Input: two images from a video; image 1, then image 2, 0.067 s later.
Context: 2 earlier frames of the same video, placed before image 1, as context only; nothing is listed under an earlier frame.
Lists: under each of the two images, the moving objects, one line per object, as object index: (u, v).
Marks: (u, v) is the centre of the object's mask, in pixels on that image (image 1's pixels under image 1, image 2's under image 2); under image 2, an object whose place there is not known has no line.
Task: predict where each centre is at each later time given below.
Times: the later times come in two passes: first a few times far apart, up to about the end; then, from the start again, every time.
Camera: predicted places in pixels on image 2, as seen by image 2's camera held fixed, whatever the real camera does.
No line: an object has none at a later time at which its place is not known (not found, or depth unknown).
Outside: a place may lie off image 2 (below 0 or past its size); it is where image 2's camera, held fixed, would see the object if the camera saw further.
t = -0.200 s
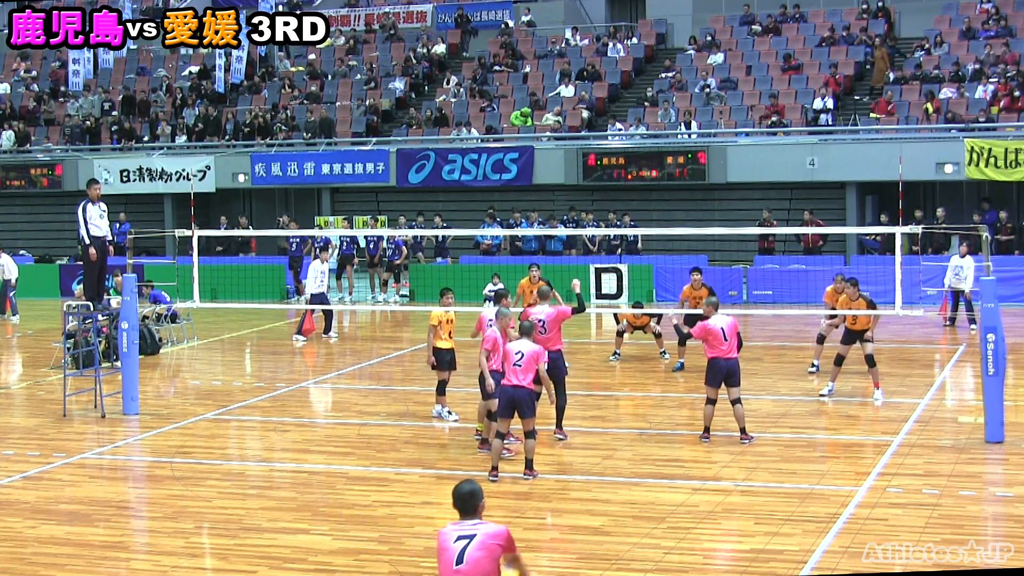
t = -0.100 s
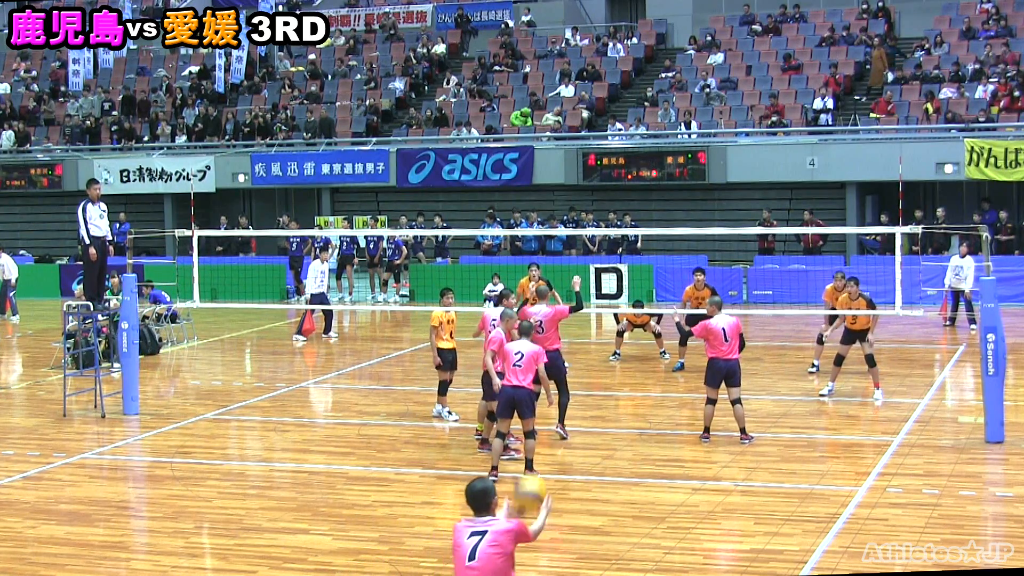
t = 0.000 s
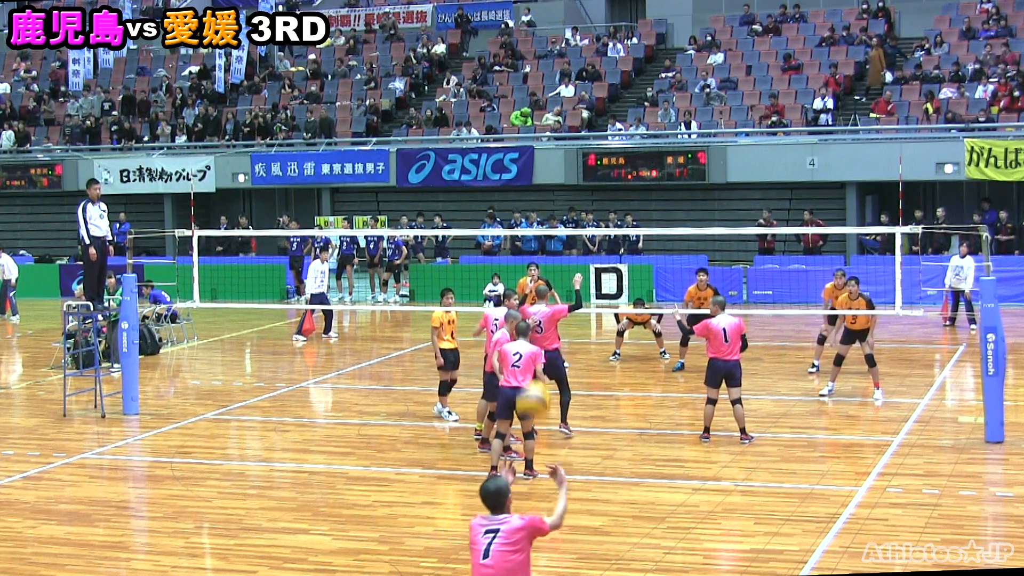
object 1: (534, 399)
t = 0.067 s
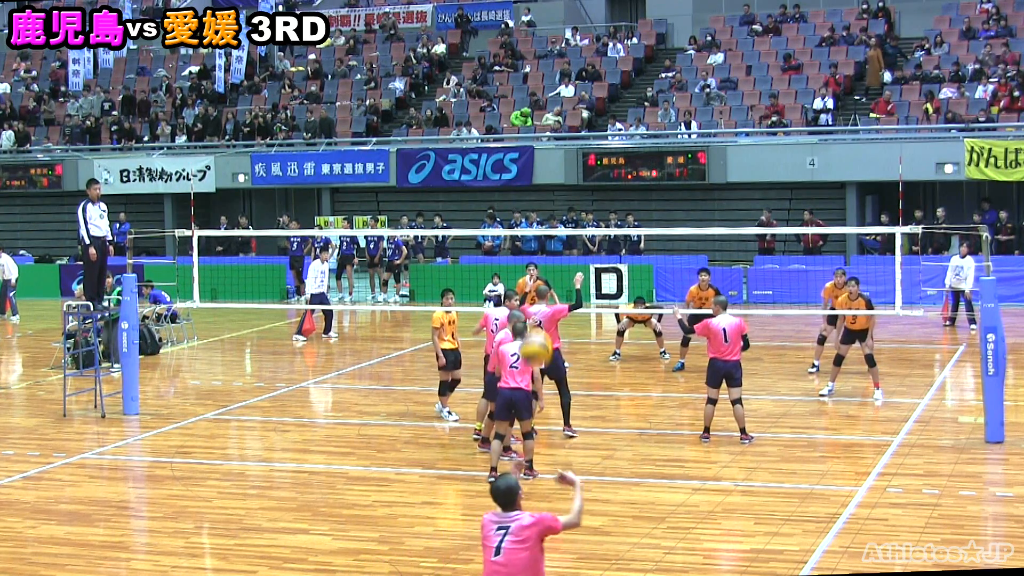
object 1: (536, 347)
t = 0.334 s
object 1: (545, 217)
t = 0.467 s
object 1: (552, 197)
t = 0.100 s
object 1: (537, 325)
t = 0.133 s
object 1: (538, 302)
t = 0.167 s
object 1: (538, 286)
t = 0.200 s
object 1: (540, 267)
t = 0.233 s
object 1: (541, 253)
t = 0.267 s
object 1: (542, 240)
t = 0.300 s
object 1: (544, 228)
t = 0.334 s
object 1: (545, 217)
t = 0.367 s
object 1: (547, 210)
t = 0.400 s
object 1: (549, 203)
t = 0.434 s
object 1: (551, 200)
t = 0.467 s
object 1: (552, 197)
